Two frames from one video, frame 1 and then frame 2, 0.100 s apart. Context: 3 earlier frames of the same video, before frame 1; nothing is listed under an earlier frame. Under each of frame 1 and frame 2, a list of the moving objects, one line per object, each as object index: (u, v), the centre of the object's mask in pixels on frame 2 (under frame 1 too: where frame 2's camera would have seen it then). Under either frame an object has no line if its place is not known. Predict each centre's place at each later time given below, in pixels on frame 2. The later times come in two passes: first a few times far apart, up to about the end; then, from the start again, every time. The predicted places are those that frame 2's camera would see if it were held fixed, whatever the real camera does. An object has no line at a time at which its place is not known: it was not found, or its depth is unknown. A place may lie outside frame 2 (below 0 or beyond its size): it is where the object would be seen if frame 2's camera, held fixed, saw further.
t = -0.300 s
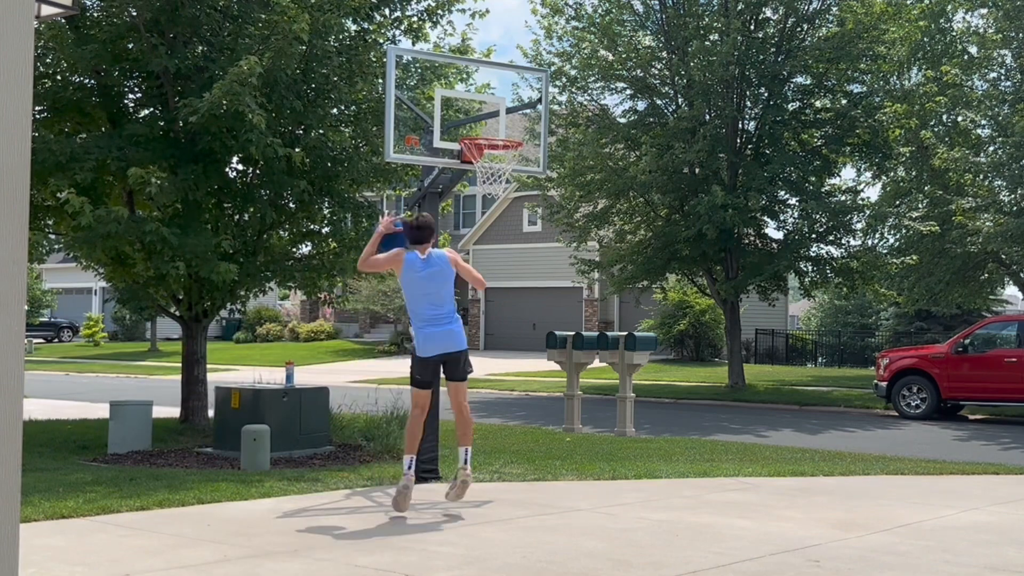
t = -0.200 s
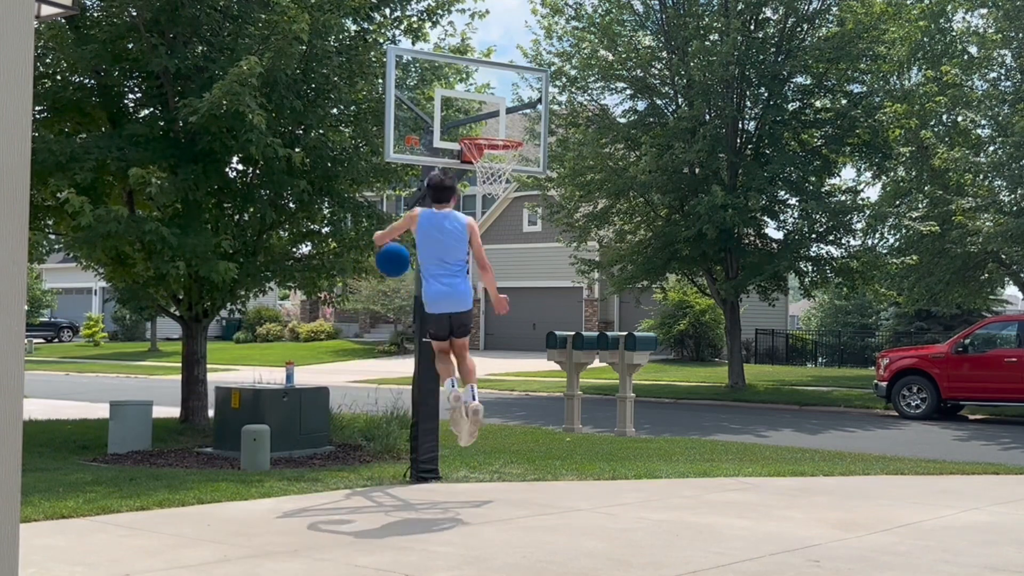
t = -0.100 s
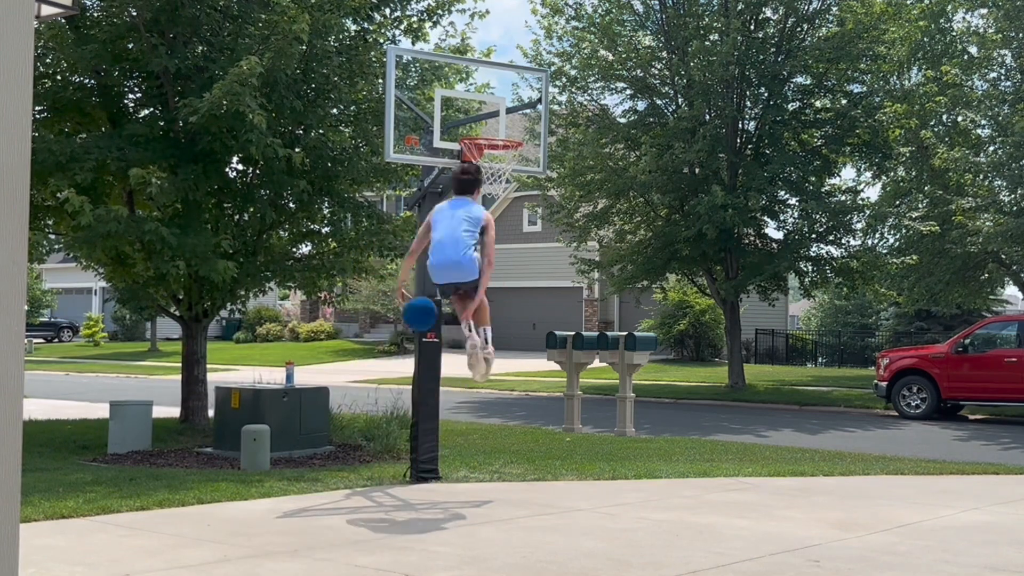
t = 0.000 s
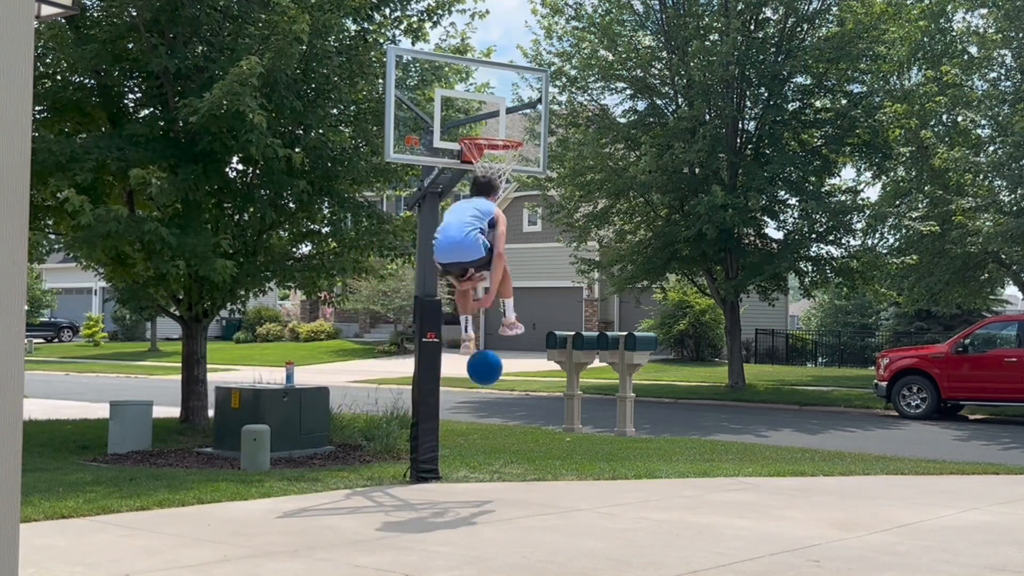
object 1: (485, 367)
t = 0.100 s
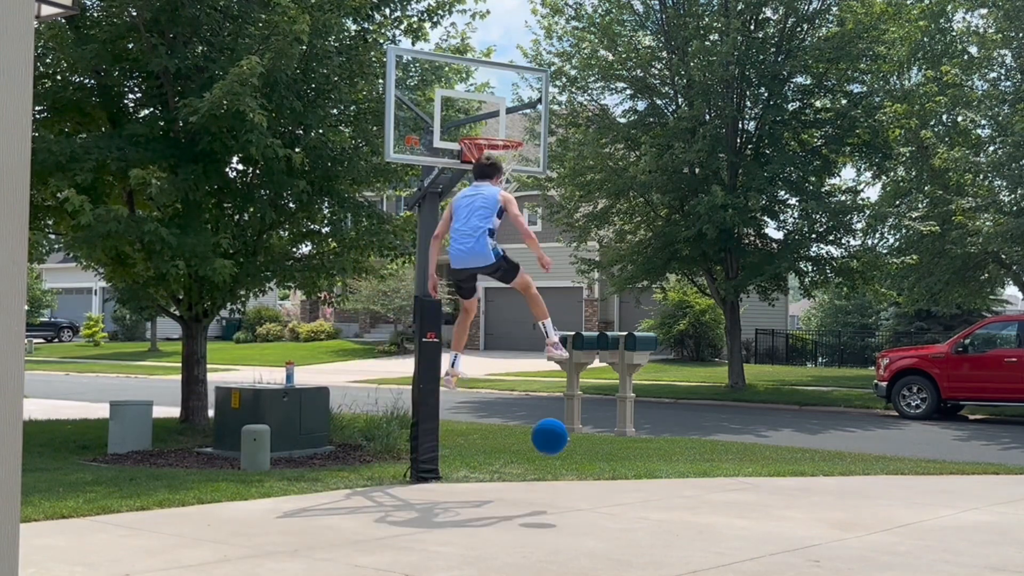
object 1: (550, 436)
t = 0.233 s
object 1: (633, 484)
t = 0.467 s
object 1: (767, 379)
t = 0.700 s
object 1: (907, 361)
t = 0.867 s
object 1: (1009, 405)
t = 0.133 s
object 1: (572, 463)
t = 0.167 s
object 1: (594, 493)
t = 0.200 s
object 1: (614, 505)
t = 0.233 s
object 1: (633, 484)
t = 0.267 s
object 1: (652, 464)
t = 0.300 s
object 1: (671, 445)
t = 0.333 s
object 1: (690, 429)
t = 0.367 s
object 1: (709, 414)
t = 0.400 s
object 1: (728, 400)
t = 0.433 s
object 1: (747, 389)
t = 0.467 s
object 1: (767, 379)
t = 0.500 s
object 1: (786, 371)
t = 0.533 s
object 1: (806, 365)
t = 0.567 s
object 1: (826, 361)
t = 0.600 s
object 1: (846, 358)
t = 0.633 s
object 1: (866, 357)
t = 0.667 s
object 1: (886, 358)
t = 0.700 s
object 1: (907, 361)
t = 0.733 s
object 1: (929, 366)
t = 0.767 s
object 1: (950, 373)
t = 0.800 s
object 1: (971, 382)
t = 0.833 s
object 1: (992, 393)
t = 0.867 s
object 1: (1009, 405)
